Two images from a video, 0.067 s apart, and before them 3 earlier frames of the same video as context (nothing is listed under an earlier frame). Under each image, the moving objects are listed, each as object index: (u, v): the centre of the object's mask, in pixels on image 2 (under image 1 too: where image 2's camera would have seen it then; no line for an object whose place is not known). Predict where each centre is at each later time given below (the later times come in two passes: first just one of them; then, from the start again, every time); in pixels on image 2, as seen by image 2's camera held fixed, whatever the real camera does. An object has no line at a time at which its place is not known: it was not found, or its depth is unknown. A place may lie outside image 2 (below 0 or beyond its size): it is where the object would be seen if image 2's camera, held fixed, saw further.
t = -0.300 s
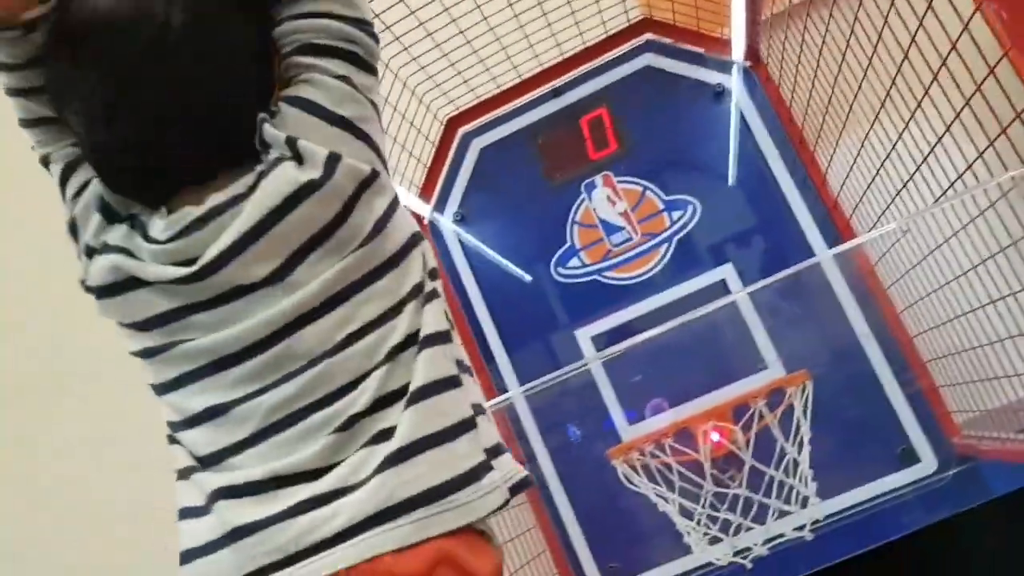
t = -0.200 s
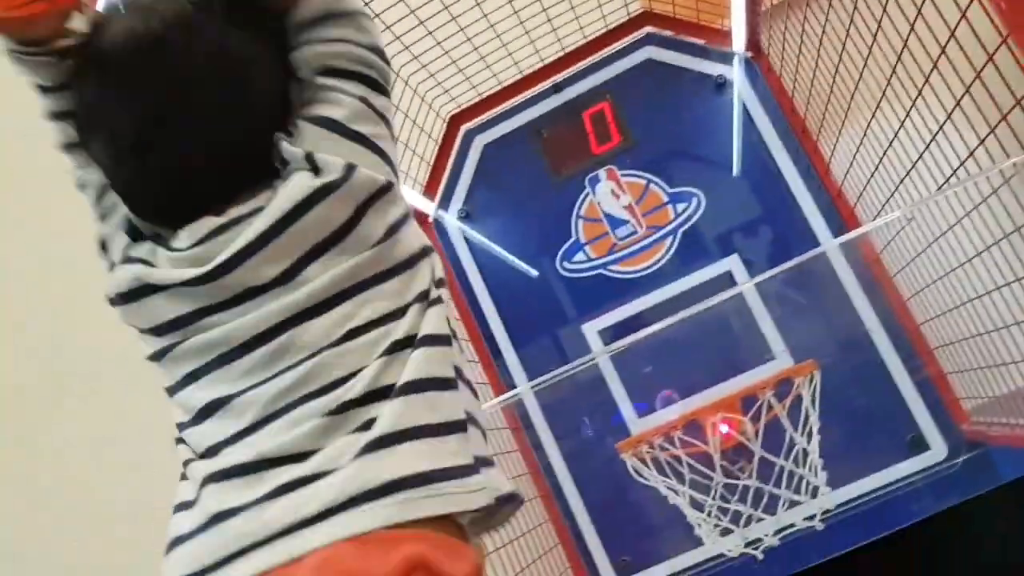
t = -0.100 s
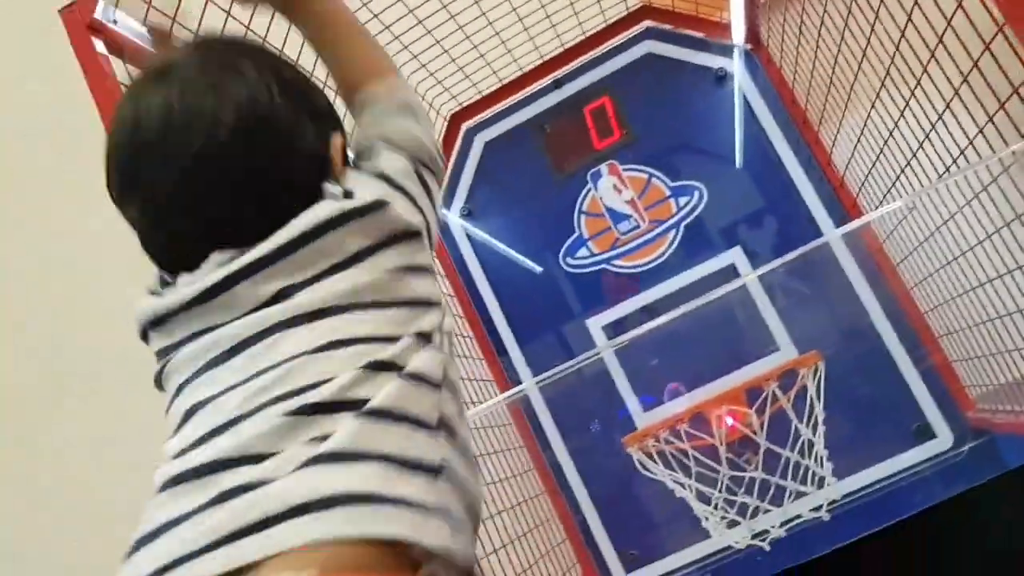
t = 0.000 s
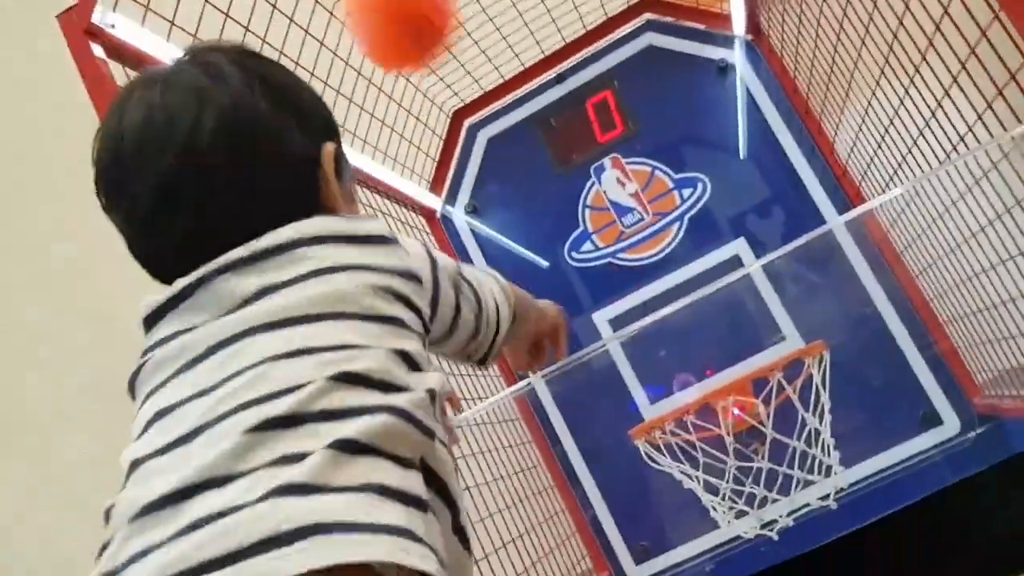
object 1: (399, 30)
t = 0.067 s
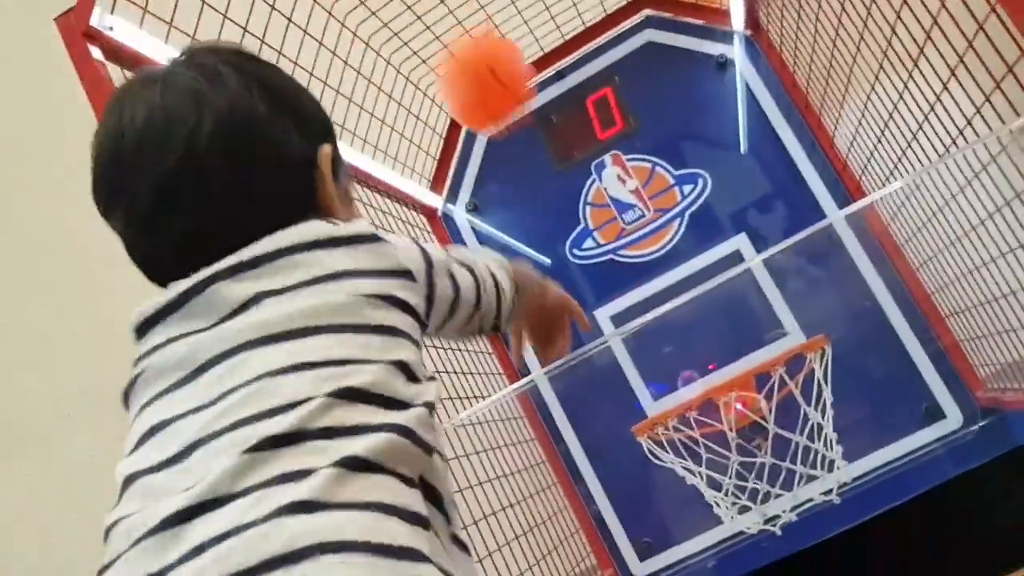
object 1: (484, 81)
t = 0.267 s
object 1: (674, 285)
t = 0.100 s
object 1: (524, 118)
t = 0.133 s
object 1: (555, 150)
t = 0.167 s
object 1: (586, 182)
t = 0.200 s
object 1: (625, 224)
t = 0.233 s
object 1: (658, 265)
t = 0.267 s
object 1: (674, 285)
